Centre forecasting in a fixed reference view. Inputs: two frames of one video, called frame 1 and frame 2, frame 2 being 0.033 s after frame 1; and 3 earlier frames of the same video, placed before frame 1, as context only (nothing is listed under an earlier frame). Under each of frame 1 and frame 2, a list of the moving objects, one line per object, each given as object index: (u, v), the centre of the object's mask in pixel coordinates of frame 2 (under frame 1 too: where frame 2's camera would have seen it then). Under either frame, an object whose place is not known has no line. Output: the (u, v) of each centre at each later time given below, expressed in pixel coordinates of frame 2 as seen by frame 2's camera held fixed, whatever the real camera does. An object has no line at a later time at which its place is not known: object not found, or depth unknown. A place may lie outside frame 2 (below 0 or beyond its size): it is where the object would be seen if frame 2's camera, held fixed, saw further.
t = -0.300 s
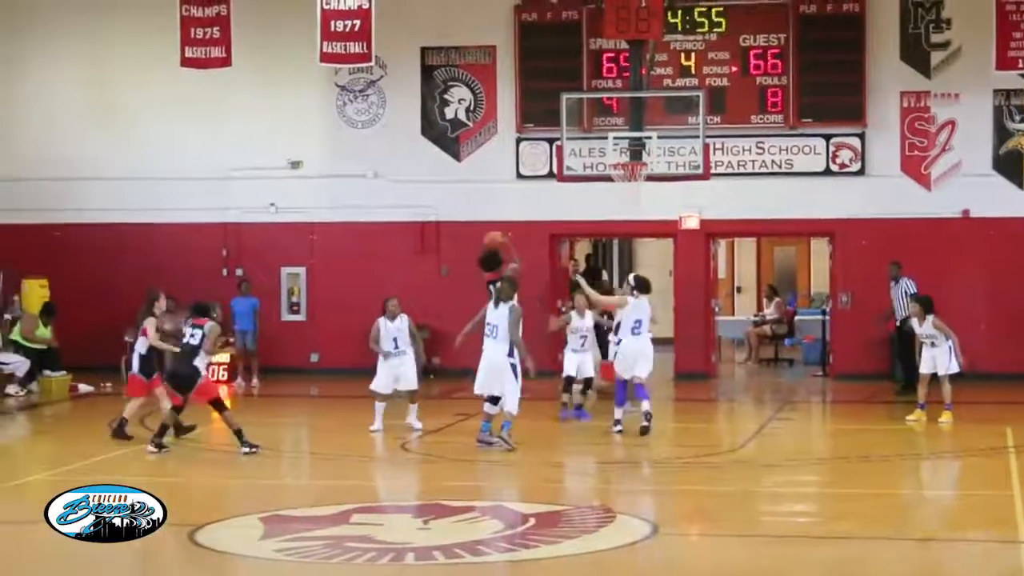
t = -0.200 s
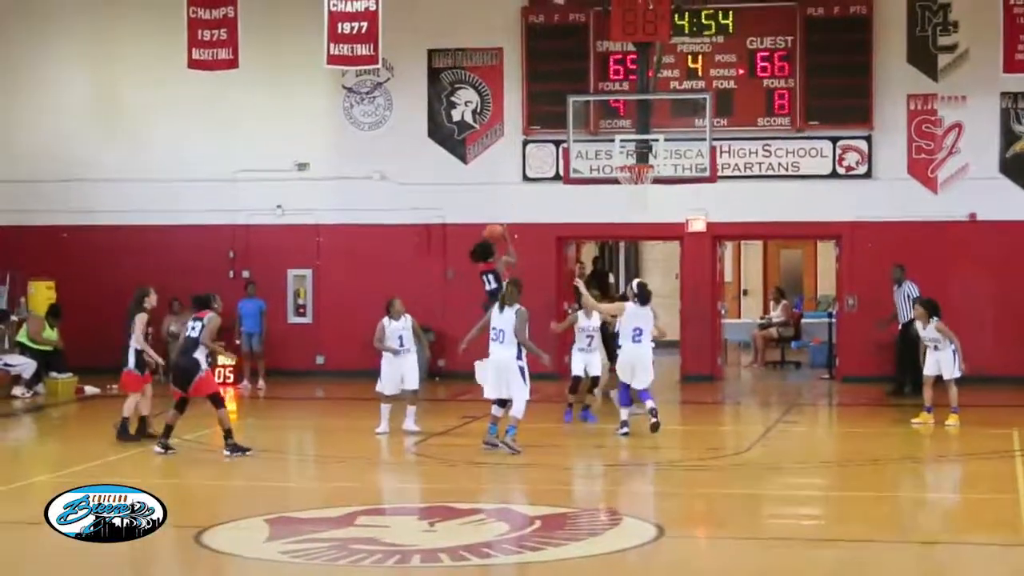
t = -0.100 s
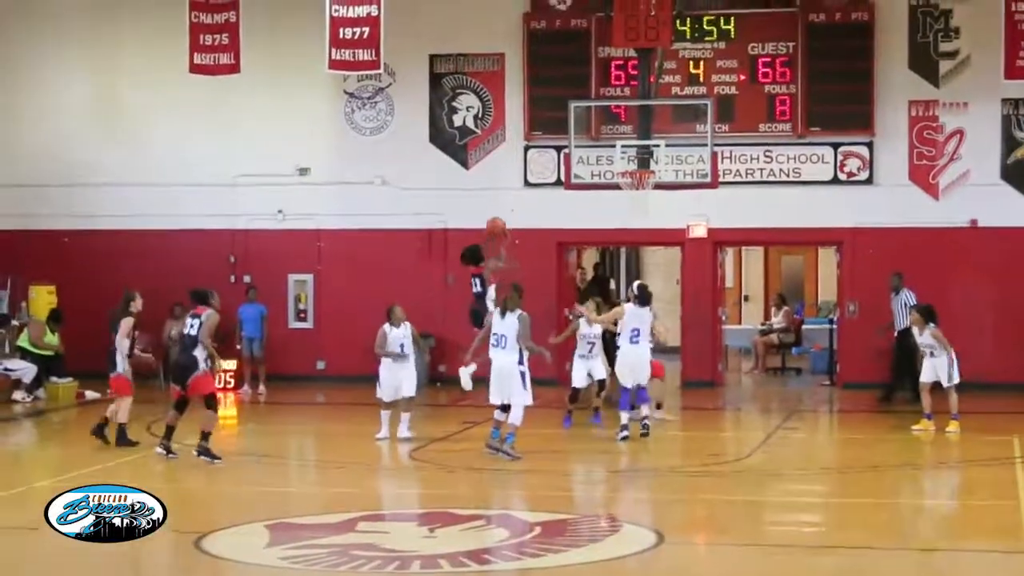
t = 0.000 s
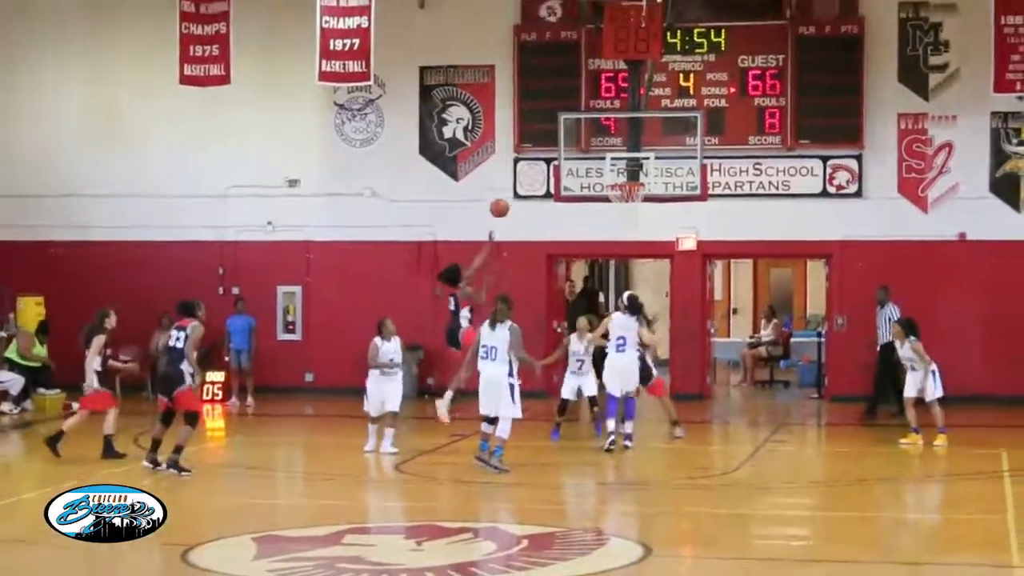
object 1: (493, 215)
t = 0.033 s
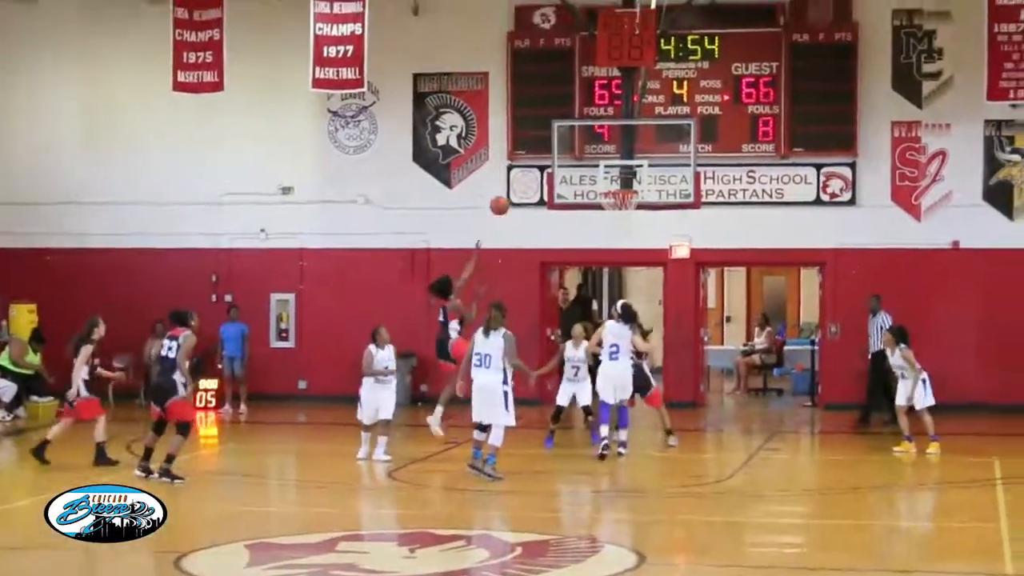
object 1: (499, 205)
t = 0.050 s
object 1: (503, 200)
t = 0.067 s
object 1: (506, 196)
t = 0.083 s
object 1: (509, 192)
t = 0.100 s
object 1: (512, 187)
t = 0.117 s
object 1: (515, 183)
